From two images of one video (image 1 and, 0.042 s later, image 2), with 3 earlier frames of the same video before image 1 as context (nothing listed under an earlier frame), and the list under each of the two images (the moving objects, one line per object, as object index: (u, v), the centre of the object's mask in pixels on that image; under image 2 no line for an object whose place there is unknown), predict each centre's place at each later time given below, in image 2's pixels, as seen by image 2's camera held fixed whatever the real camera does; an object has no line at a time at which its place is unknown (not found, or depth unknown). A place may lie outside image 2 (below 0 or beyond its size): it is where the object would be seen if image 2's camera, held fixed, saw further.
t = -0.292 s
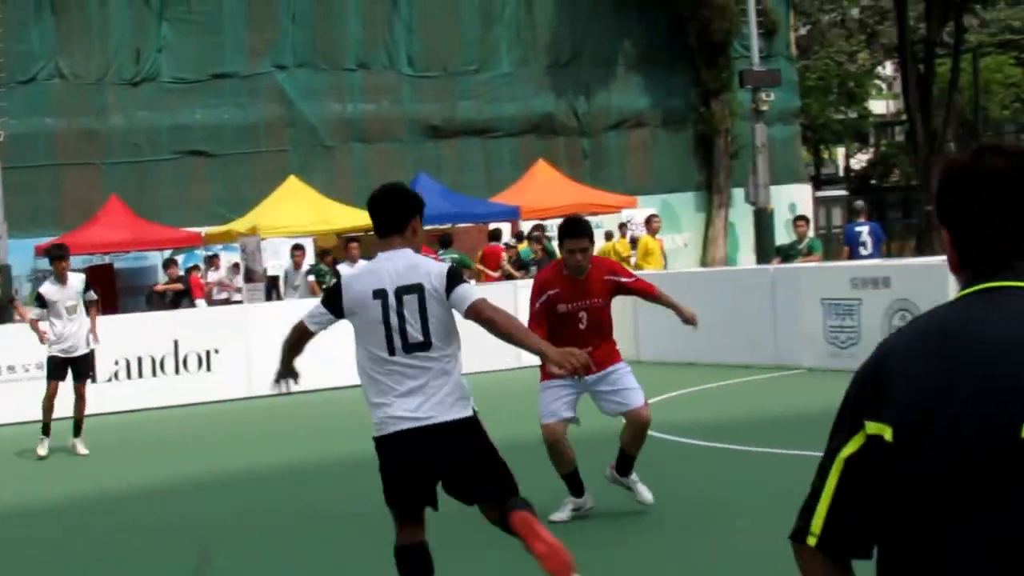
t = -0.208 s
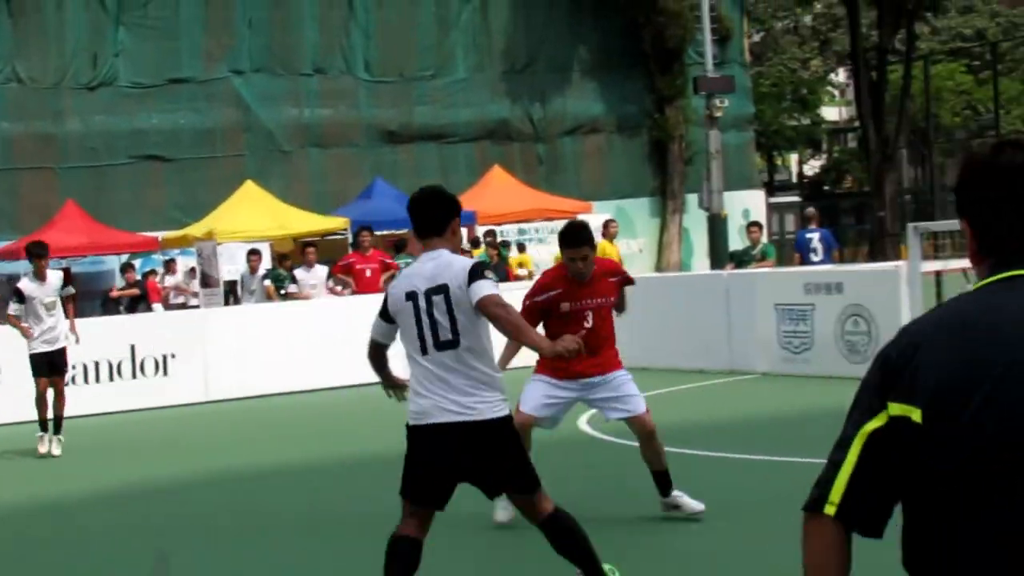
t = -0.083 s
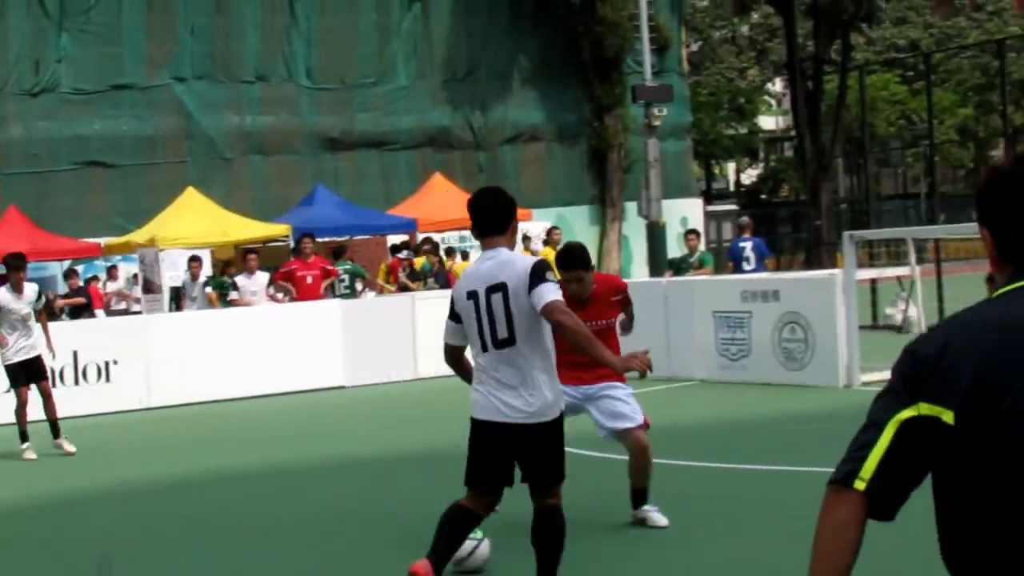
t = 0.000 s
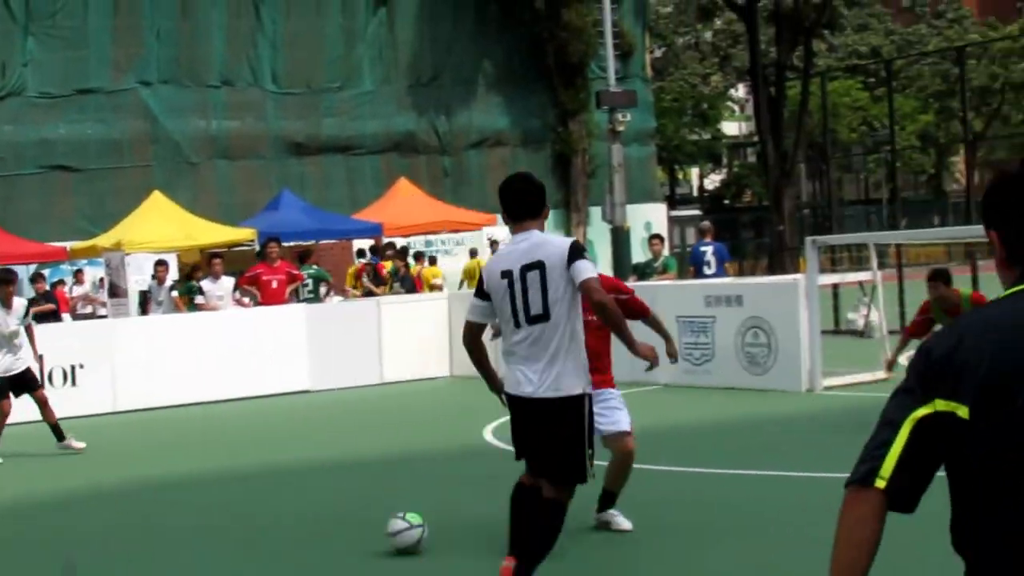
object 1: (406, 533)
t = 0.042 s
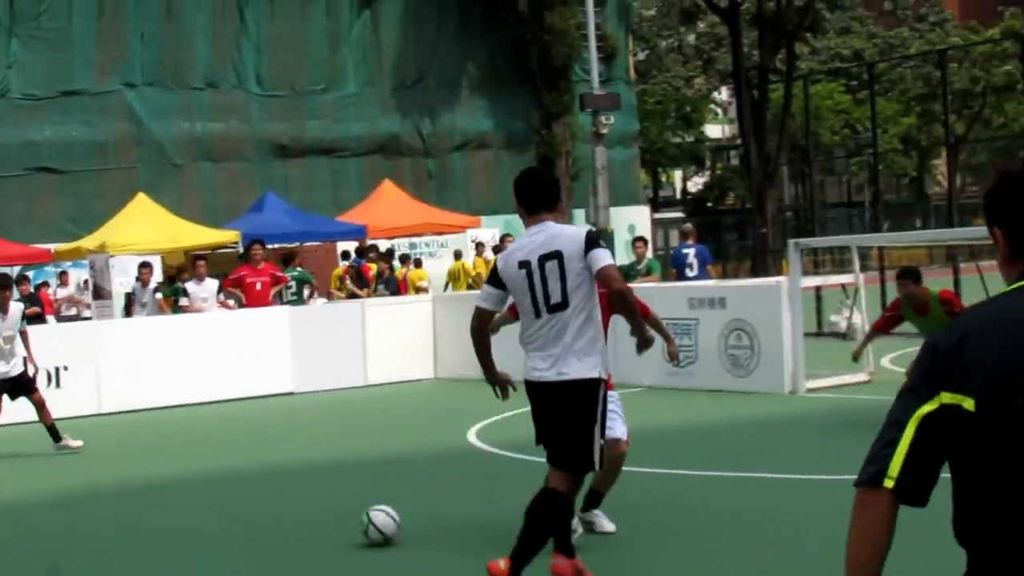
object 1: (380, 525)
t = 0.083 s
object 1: (368, 520)
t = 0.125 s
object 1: (360, 513)
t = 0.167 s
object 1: (353, 508)
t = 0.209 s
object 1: (348, 502)
